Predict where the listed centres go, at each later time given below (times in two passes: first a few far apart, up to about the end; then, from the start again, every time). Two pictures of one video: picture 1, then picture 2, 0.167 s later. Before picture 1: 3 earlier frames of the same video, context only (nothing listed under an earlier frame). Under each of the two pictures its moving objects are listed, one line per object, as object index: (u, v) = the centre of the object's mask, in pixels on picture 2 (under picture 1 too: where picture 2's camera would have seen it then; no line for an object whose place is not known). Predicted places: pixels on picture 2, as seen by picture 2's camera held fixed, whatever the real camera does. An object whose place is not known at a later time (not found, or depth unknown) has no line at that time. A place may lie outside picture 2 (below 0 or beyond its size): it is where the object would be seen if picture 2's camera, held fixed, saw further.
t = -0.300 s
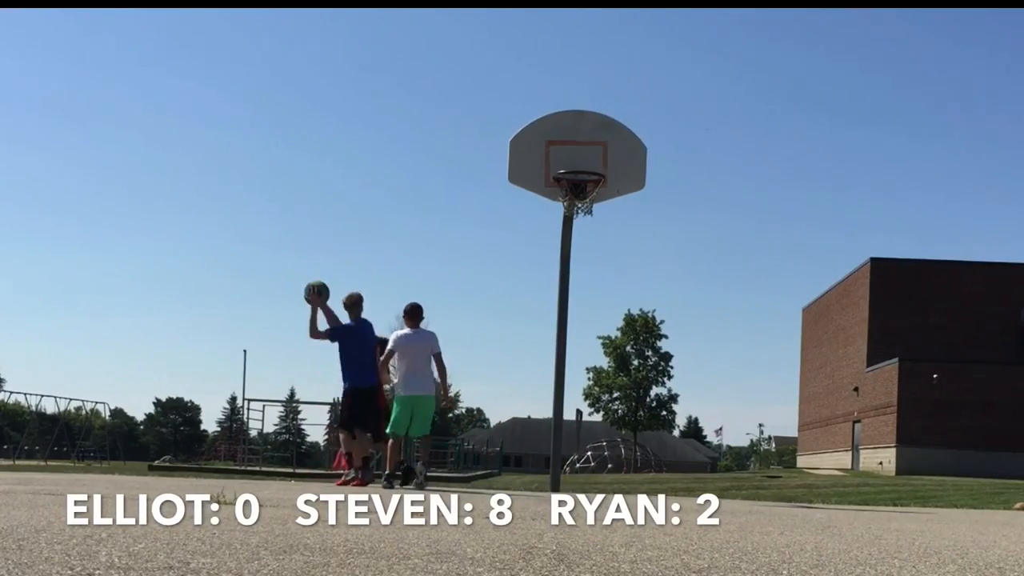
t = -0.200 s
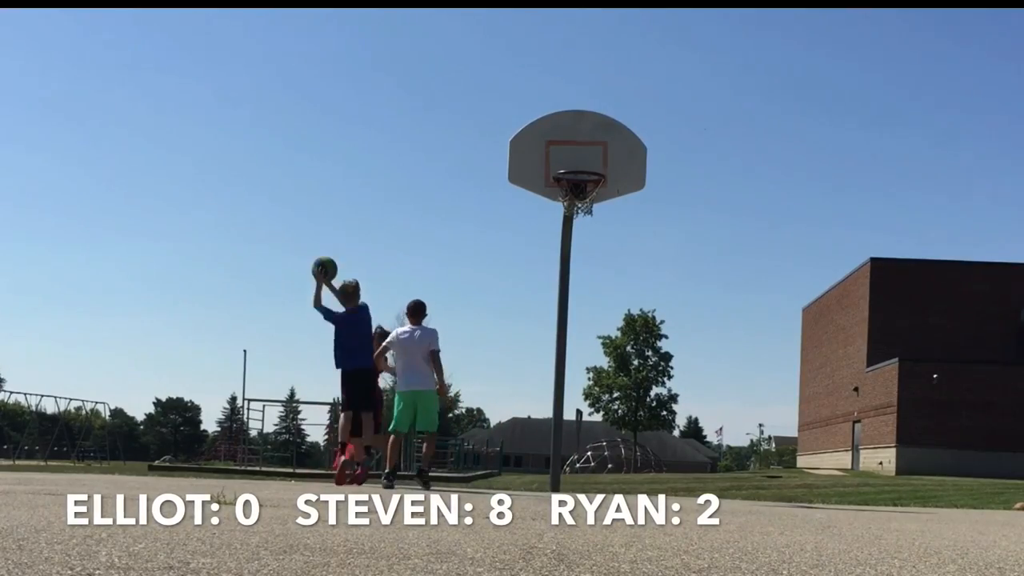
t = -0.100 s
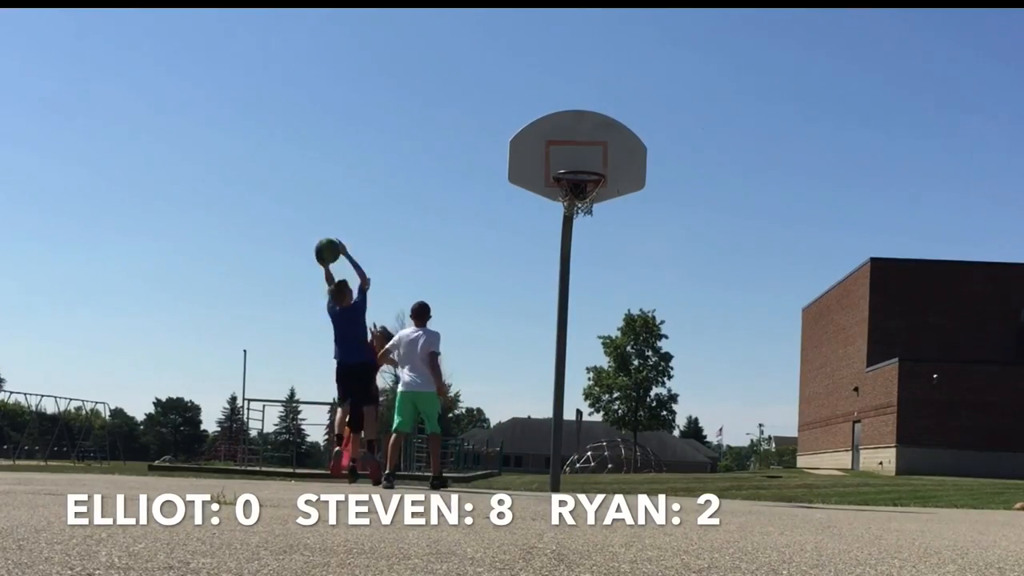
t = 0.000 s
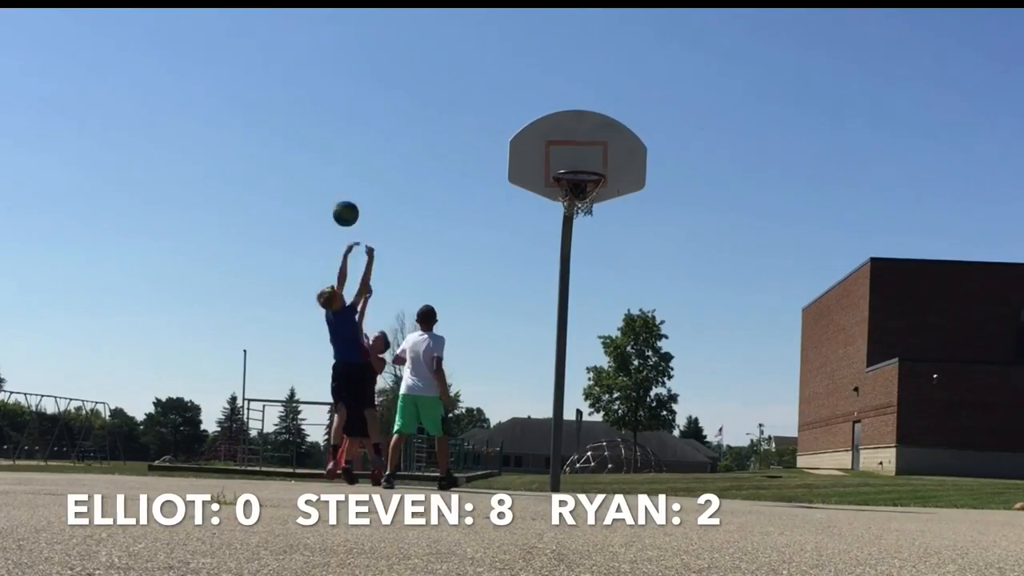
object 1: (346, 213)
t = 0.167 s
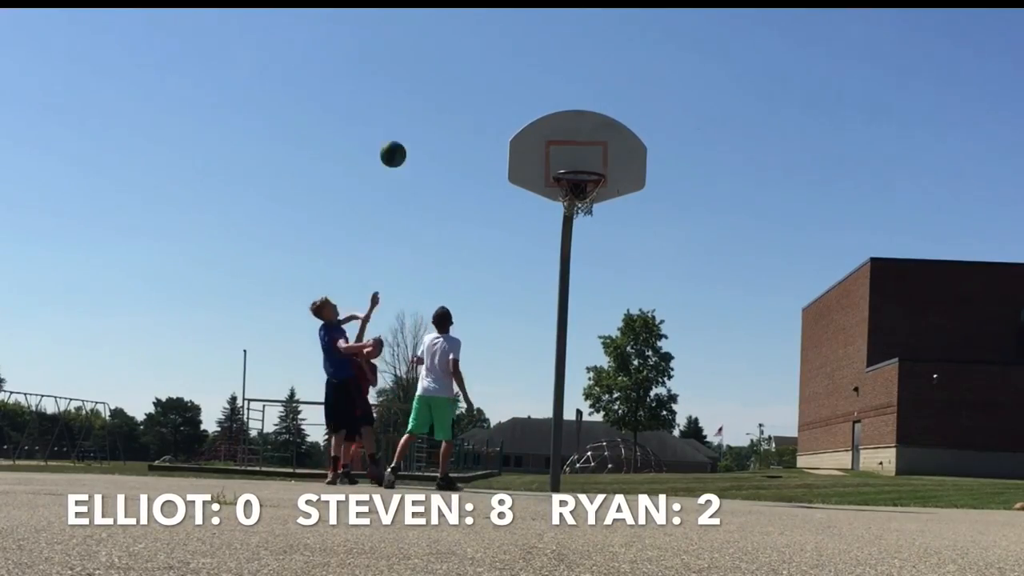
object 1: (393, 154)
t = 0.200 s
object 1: (403, 146)
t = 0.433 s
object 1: (464, 121)
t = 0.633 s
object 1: (514, 145)
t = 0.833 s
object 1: (562, 213)
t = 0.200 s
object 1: (403, 146)
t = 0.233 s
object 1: (412, 138)
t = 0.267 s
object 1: (420, 132)
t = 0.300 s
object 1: (429, 128)
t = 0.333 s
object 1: (438, 124)
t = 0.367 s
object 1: (447, 122)
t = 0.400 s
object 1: (456, 120)
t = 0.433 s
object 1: (464, 121)
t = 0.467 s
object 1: (473, 122)
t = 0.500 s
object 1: (481, 124)
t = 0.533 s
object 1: (490, 127)
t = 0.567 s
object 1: (498, 132)
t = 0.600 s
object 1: (506, 138)
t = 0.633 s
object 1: (514, 145)
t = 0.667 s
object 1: (522, 153)
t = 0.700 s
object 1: (530, 163)
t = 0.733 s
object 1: (538, 173)
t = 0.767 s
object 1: (545, 186)
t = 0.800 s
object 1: (554, 198)
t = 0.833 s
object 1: (562, 213)
